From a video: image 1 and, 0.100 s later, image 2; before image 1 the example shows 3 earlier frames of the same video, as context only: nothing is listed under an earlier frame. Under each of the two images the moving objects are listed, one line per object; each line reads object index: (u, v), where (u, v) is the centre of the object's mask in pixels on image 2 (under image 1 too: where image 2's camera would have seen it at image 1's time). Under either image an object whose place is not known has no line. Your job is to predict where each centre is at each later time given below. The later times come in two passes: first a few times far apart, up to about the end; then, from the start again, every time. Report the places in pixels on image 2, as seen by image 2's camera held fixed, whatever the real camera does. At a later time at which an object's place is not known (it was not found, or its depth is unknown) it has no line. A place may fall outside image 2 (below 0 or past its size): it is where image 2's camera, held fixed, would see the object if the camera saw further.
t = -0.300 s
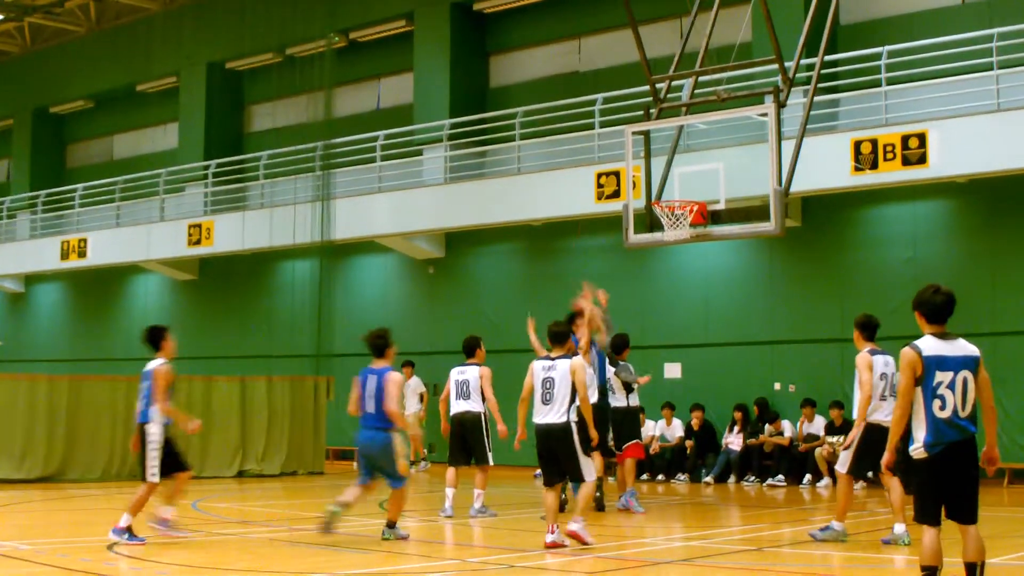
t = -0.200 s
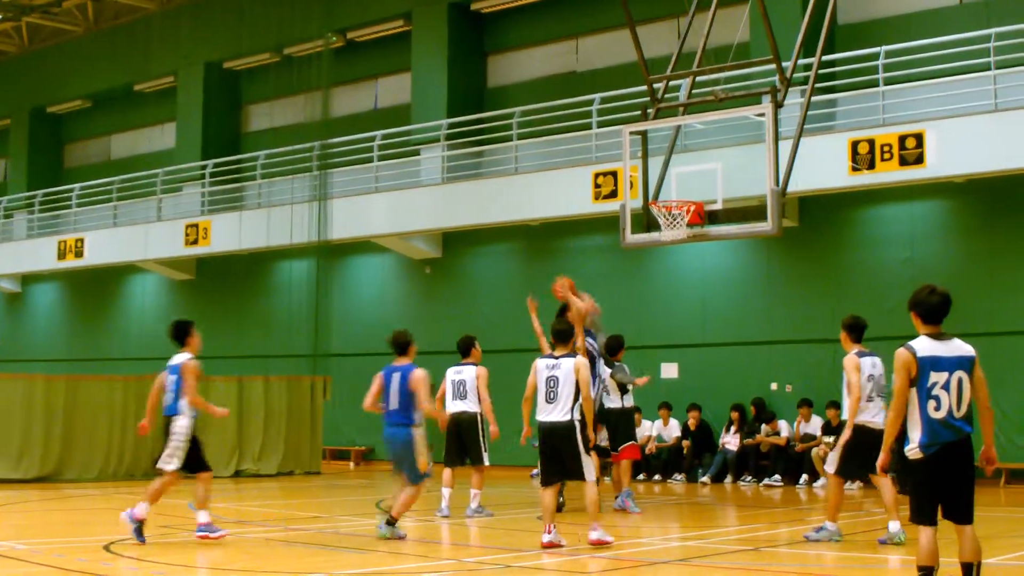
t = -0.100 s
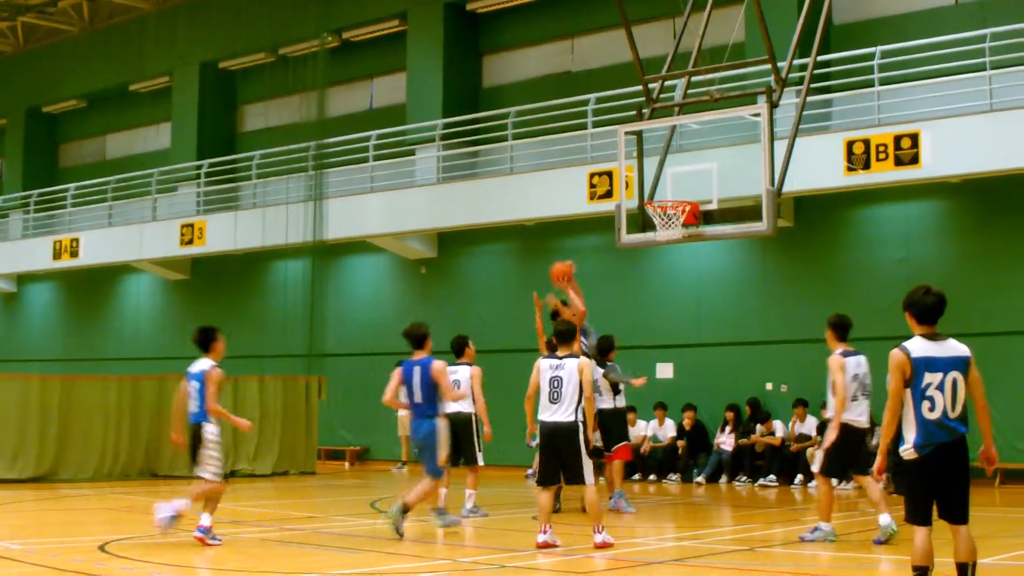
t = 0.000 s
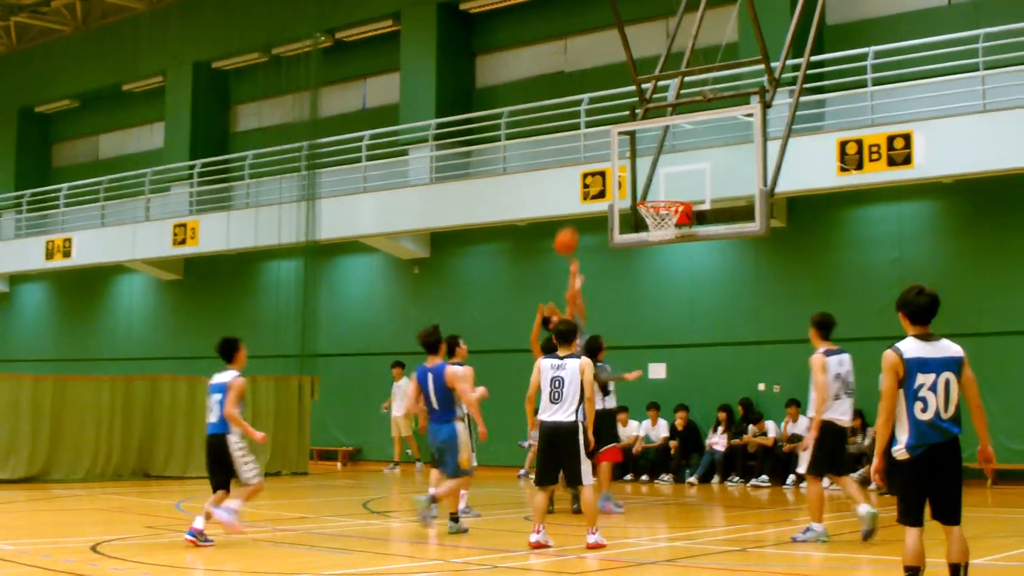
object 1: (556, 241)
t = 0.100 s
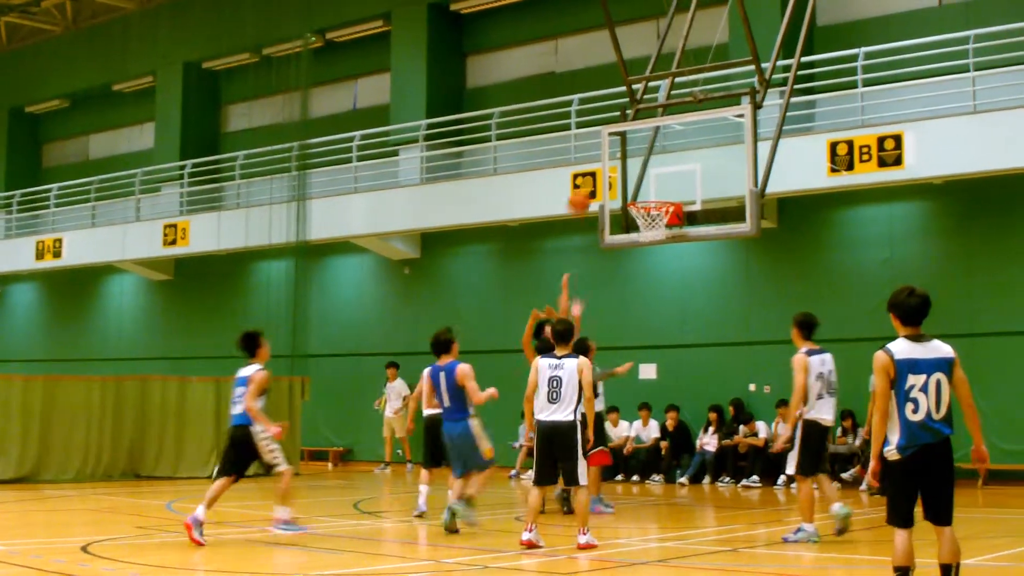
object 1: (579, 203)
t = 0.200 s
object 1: (602, 171)
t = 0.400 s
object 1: (647, 136)
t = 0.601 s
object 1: (695, 137)
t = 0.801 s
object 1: (745, 179)
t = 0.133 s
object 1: (586, 190)
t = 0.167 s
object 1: (594, 180)
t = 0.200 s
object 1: (602, 171)
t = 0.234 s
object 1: (609, 163)
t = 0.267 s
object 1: (617, 154)
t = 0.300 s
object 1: (624, 149)
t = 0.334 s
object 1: (631, 144)
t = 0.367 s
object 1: (640, 139)
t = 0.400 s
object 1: (647, 136)
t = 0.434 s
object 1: (654, 133)
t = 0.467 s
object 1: (662, 132)
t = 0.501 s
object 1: (670, 131)
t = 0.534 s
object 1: (678, 132)
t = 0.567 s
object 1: (687, 133)
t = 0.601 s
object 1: (695, 137)
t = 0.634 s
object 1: (703, 140)
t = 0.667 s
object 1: (712, 146)
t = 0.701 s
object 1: (720, 152)
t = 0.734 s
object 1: (728, 160)
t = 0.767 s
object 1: (738, 169)
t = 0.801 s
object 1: (745, 179)
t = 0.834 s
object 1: (754, 191)
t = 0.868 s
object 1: (763, 204)
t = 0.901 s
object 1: (772, 217)
